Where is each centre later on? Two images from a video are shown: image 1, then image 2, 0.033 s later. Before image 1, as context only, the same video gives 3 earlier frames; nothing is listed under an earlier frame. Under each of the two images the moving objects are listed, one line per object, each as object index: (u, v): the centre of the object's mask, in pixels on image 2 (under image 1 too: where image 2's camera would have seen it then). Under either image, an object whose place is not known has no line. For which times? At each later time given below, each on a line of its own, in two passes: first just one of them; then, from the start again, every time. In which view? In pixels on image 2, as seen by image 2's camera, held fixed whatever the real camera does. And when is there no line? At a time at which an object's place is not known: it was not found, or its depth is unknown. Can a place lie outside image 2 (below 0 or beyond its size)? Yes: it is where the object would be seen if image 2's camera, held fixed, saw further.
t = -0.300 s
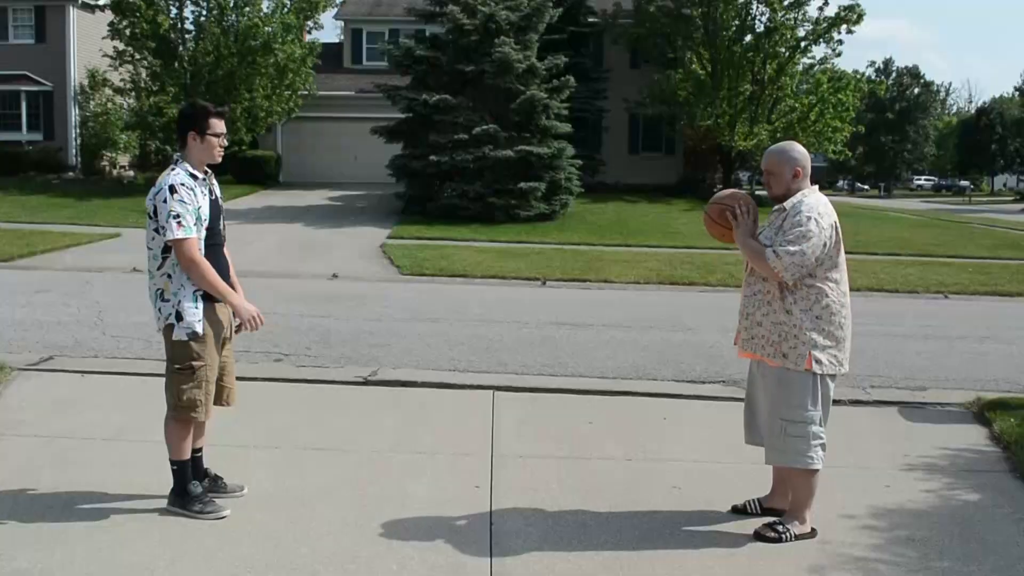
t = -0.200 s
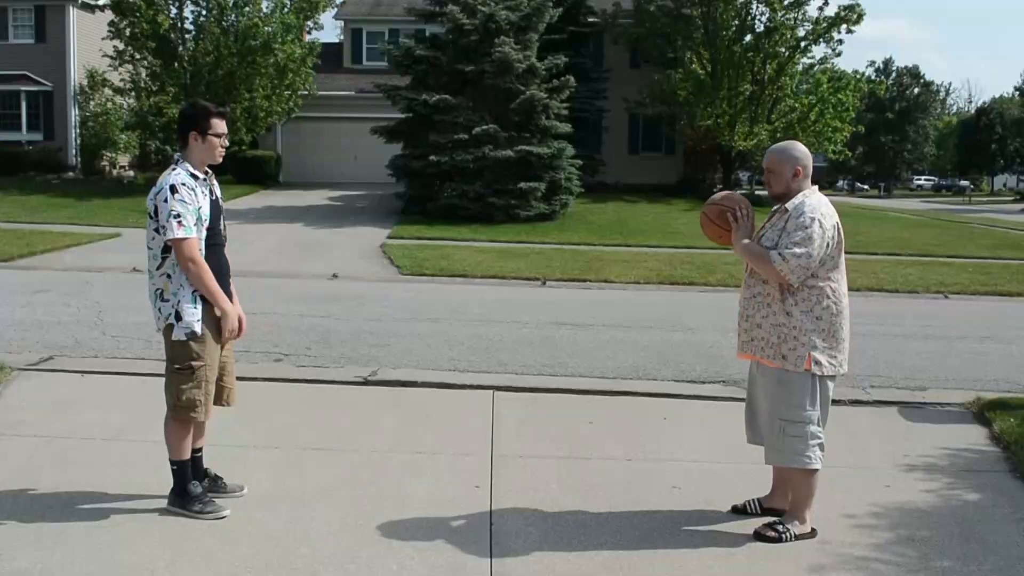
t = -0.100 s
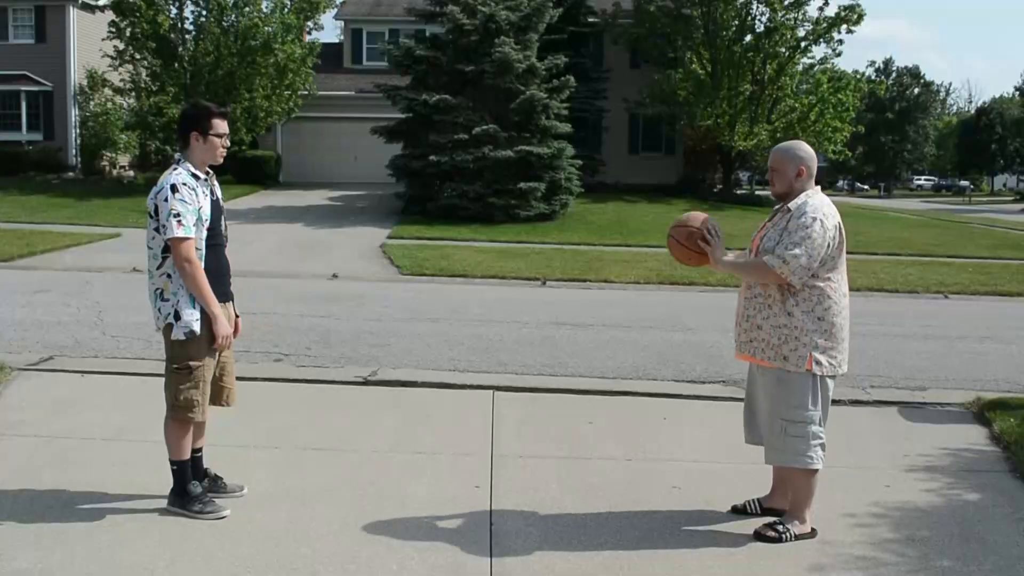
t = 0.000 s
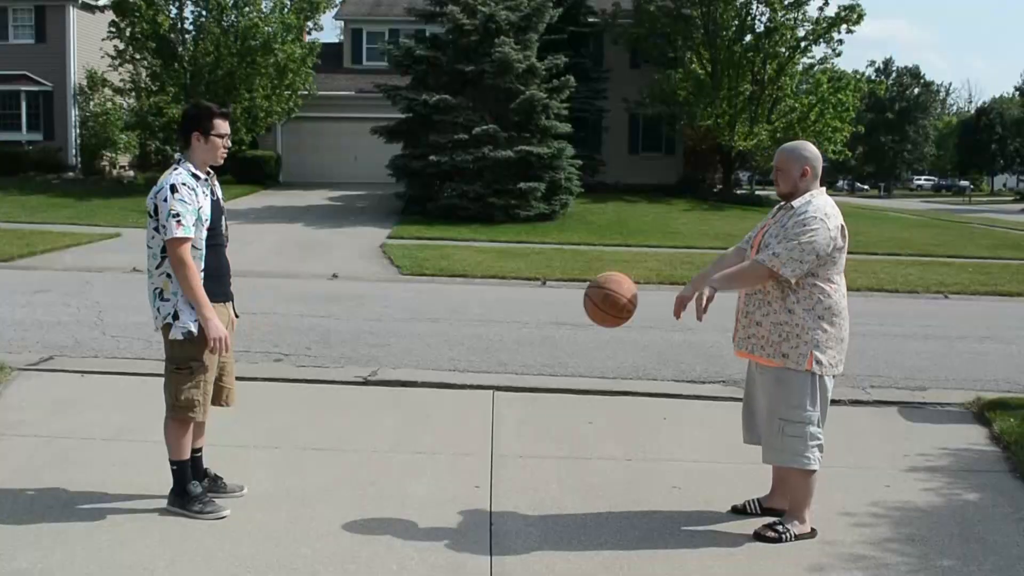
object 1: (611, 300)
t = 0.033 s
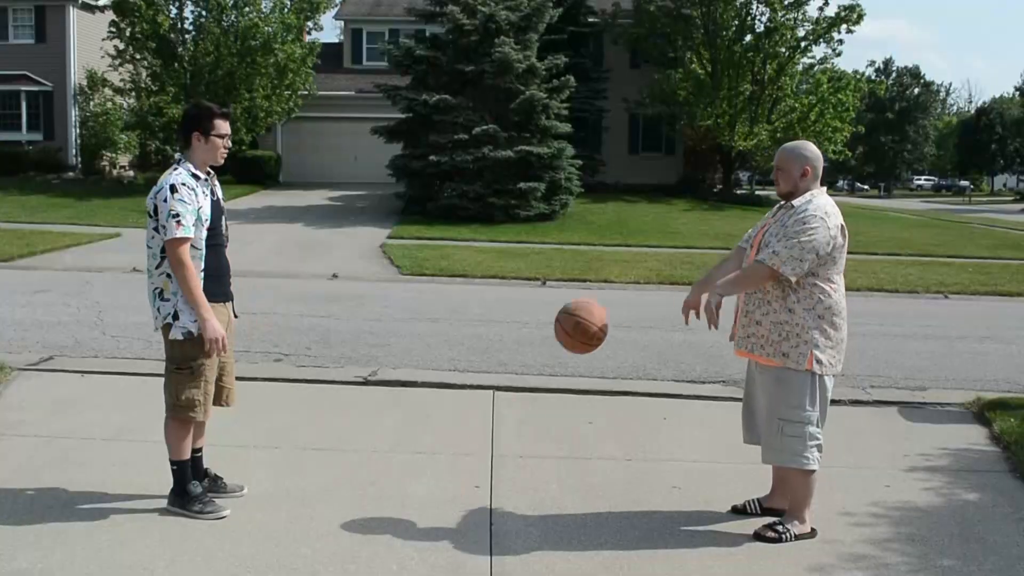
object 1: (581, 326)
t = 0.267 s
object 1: (405, 441)
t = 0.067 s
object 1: (552, 355)
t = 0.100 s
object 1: (522, 386)
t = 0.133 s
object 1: (493, 419)
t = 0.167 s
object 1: (463, 455)
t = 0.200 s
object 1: (435, 495)
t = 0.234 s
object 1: (419, 472)
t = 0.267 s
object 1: (405, 441)
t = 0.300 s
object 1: (390, 412)
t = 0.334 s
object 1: (375, 384)
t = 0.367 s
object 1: (360, 359)
